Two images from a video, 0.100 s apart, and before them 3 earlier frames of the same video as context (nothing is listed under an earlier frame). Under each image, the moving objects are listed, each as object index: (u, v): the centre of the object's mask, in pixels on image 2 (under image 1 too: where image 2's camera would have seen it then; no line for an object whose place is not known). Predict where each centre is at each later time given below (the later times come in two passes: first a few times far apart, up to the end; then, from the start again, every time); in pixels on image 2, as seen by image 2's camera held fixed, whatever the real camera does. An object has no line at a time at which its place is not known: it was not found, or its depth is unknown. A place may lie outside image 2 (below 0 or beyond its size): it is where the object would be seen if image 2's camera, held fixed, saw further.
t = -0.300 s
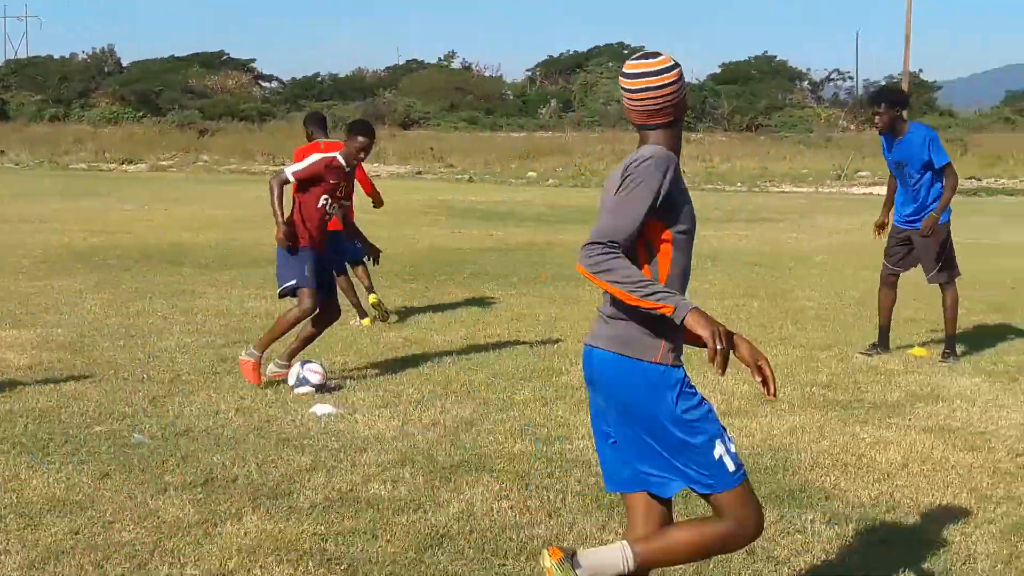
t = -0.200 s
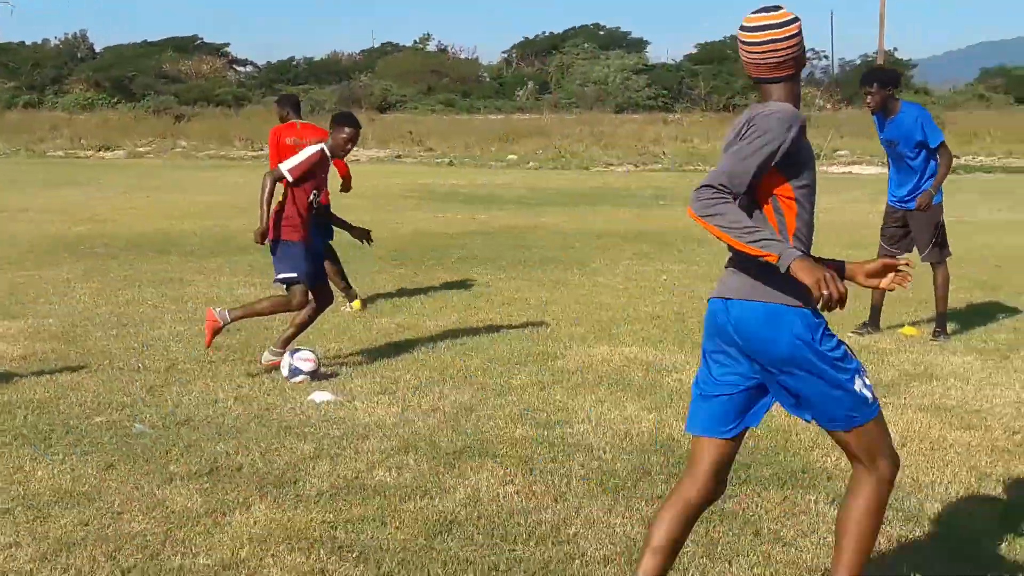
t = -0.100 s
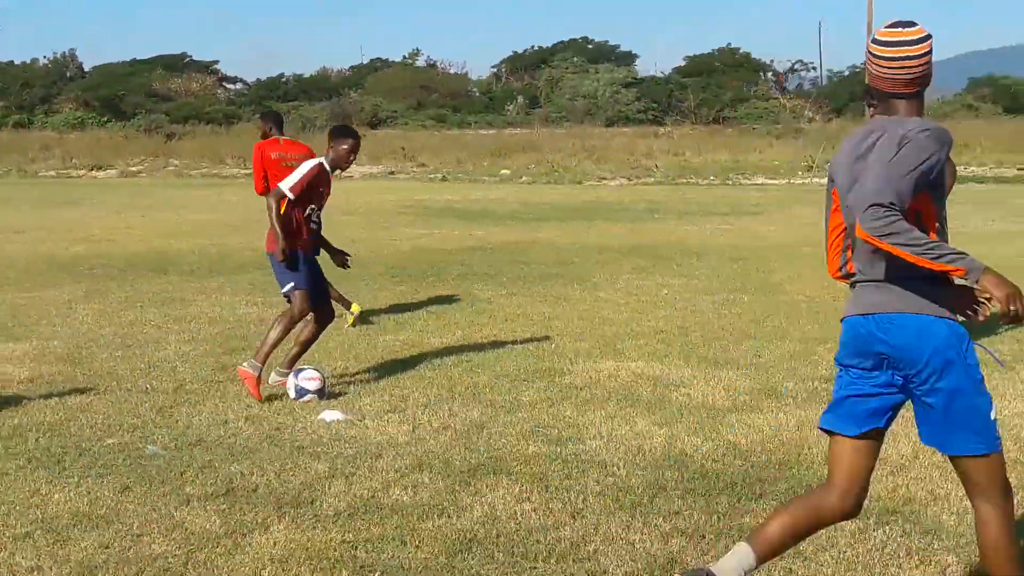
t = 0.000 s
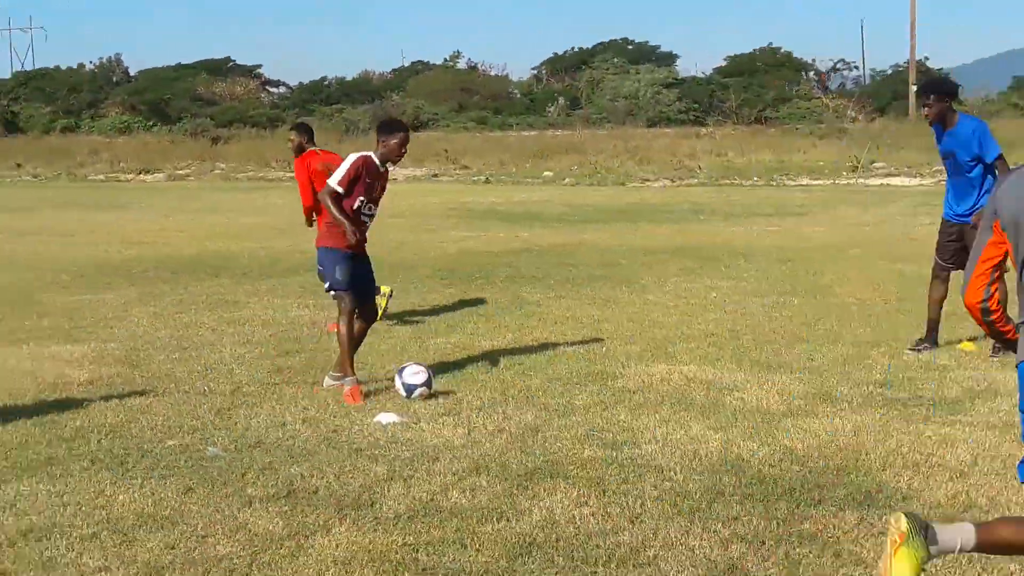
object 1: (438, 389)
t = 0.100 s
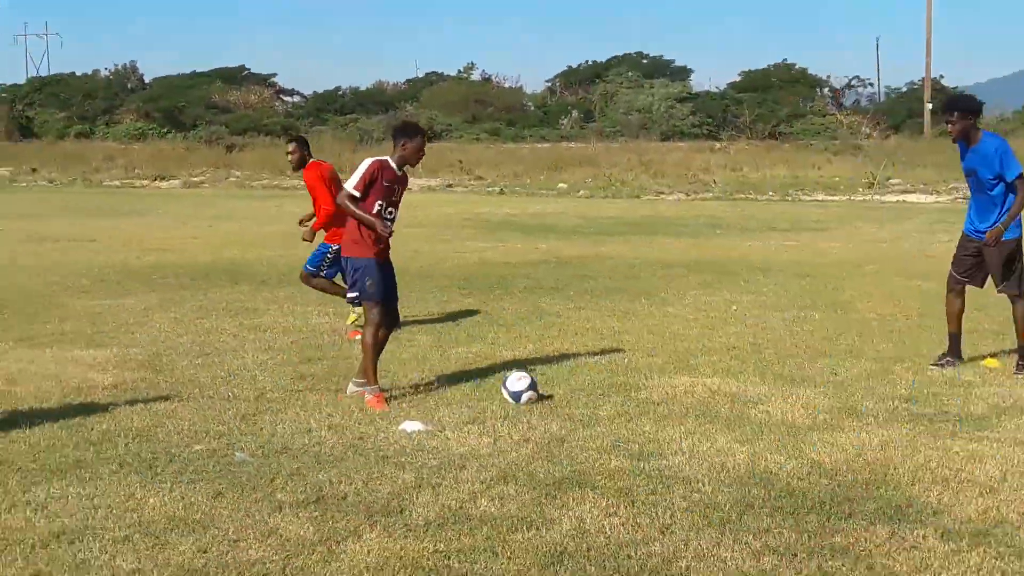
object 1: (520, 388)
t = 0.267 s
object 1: (625, 378)
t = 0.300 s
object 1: (644, 379)
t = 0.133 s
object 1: (541, 383)
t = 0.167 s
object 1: (563, 380)
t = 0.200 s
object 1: (583, 377)
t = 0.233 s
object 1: (604, 377)
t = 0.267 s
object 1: (625, 378)
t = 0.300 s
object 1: (644, 379)
